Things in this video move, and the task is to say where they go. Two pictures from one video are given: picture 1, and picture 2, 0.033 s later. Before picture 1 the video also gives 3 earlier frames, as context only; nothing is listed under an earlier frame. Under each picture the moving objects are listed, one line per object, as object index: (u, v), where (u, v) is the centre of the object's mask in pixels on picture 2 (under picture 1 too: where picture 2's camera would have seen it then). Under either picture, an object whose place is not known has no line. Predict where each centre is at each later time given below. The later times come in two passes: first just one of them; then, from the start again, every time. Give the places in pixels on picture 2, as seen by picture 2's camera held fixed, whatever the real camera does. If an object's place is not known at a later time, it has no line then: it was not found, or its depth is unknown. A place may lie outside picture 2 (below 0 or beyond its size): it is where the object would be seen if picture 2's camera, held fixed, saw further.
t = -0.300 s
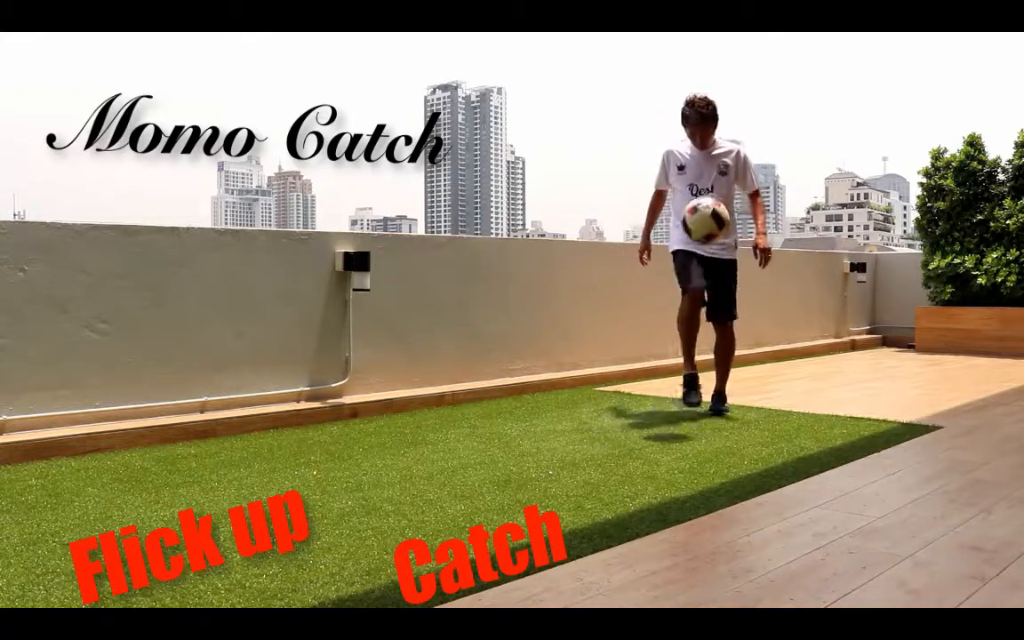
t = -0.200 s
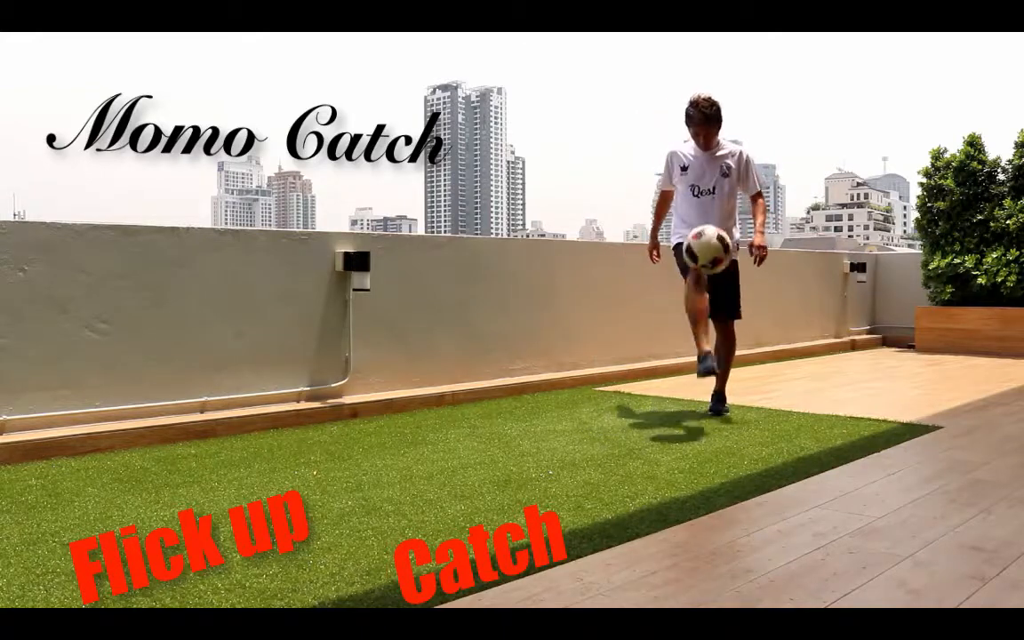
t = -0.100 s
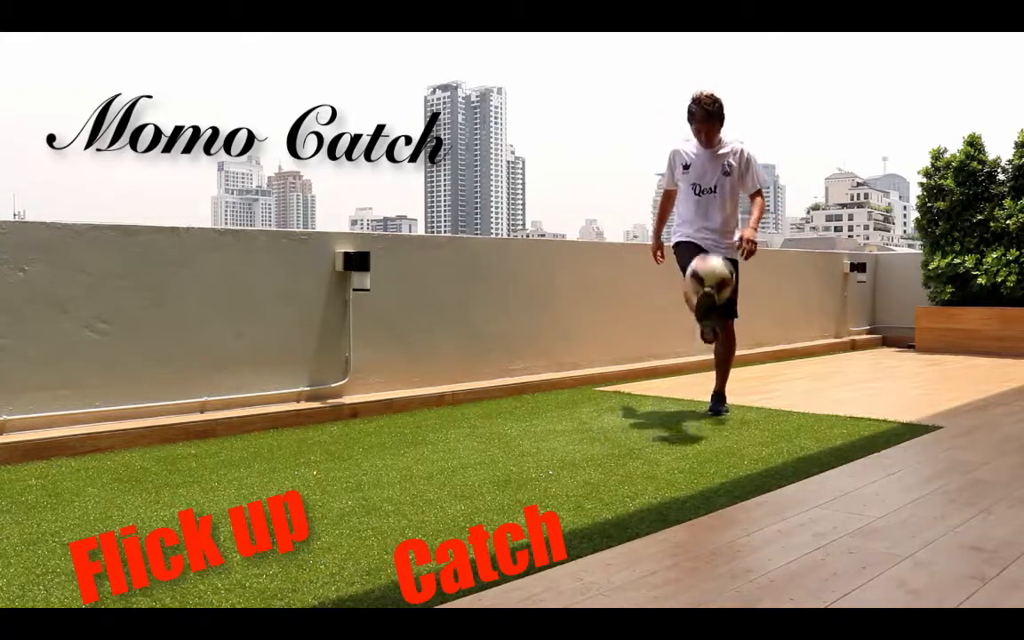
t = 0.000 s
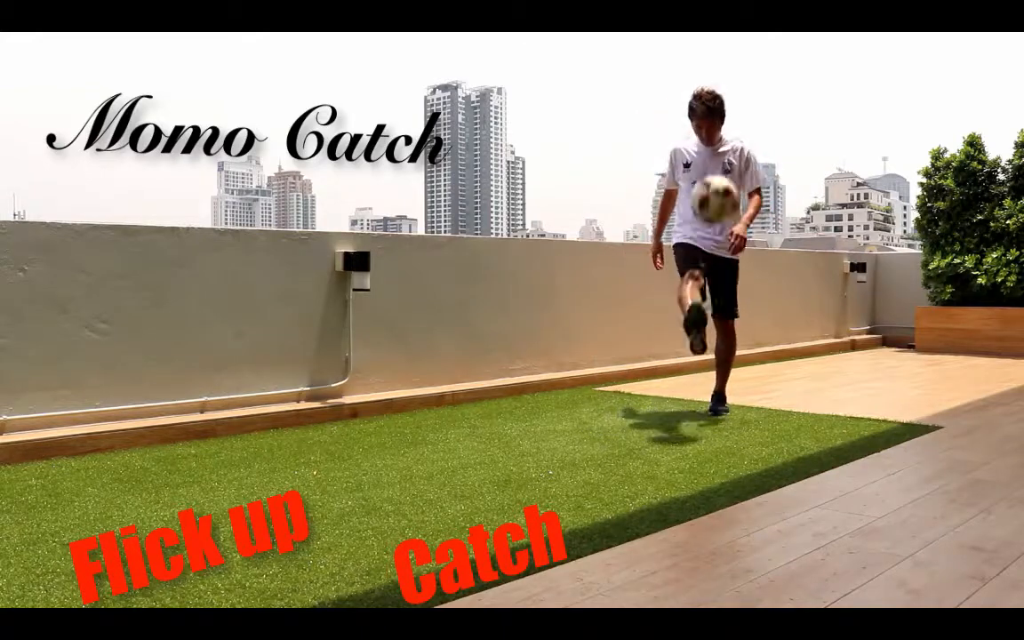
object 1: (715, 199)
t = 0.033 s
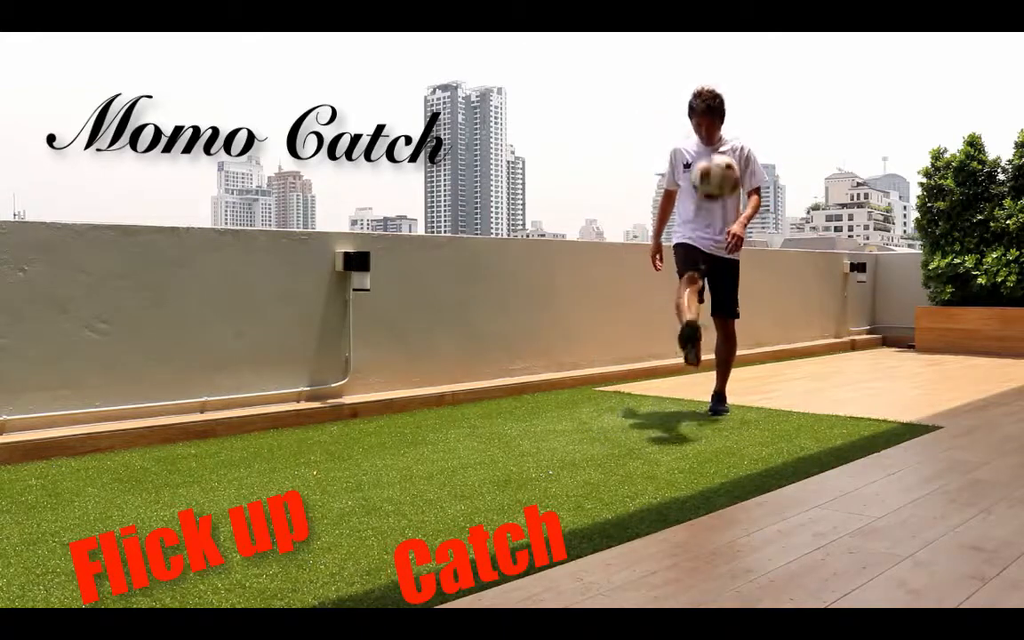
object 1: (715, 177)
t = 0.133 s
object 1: (720, 128)
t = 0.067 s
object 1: (718, 158)
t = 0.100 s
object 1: (719, 143)
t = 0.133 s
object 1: (720, 128)
